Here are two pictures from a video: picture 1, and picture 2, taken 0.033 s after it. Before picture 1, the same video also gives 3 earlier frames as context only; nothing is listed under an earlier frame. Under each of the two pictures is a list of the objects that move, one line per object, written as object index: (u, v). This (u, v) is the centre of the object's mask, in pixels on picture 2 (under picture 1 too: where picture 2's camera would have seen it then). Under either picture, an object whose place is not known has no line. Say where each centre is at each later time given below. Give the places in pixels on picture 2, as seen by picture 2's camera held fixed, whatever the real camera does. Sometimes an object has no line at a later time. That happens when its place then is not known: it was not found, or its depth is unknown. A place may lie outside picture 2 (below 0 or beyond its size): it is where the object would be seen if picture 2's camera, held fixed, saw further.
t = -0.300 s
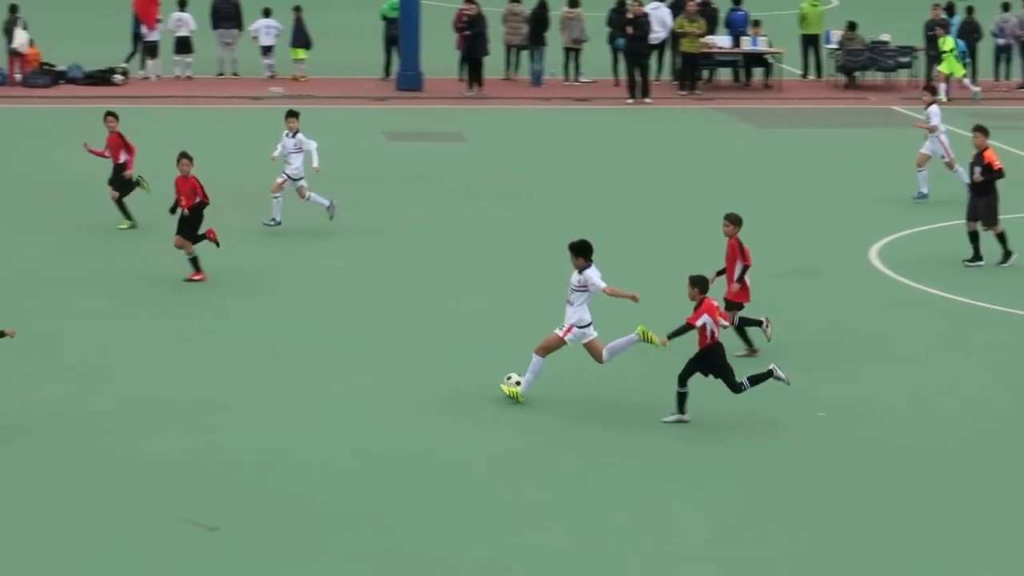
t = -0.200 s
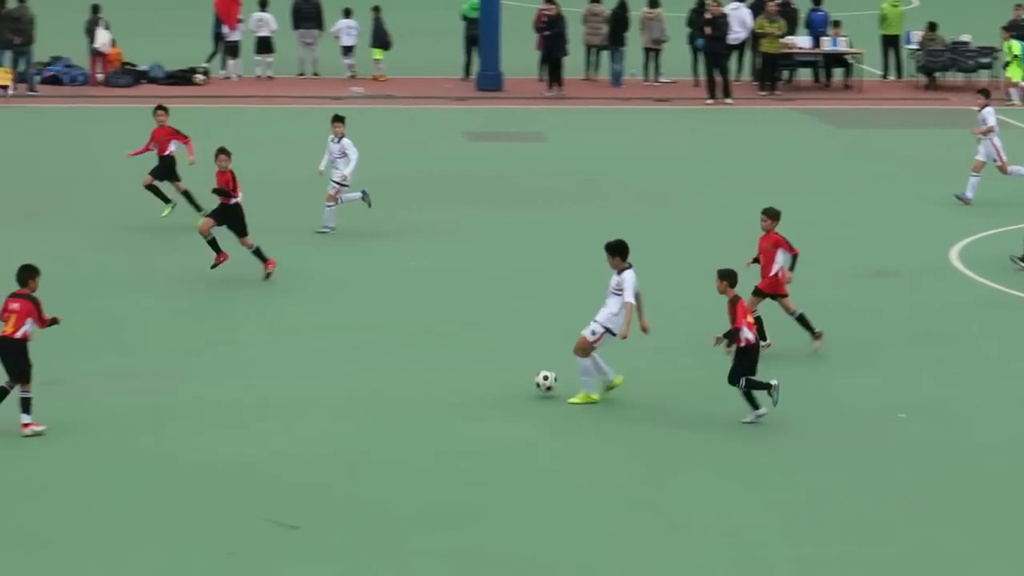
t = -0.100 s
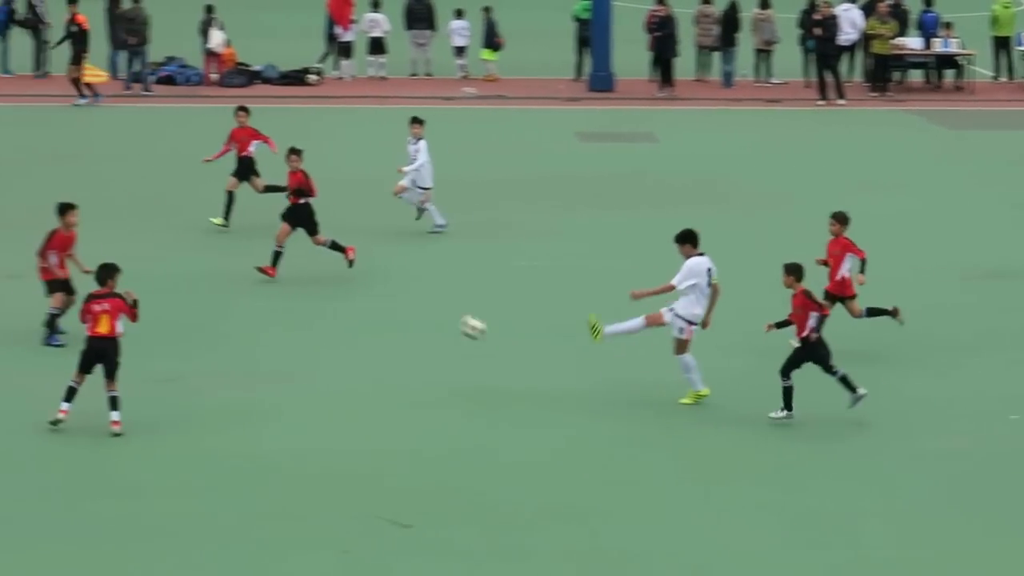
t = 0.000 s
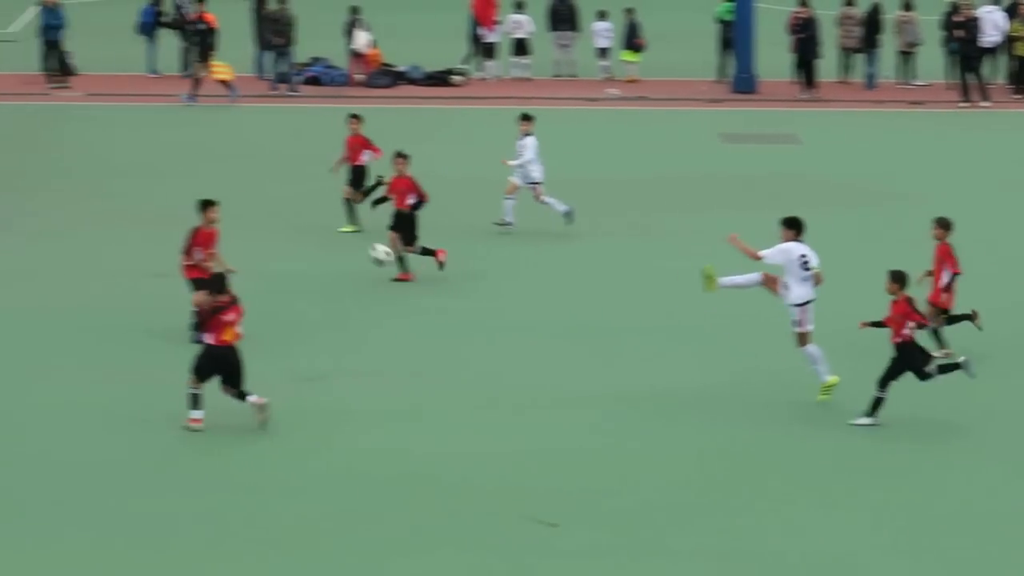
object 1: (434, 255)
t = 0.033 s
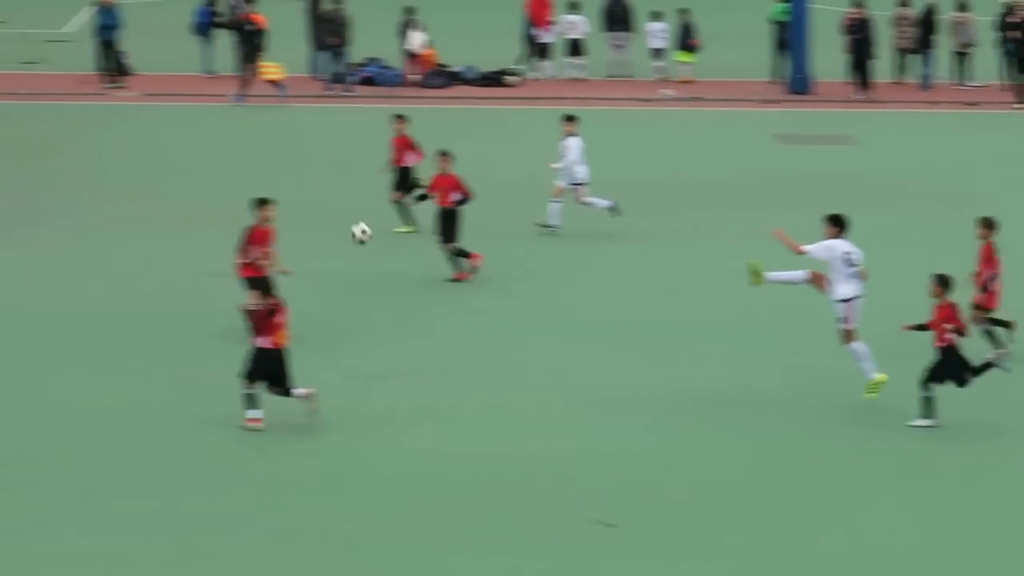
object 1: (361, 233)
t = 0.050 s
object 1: (324, 223)
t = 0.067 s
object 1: (286, 213)
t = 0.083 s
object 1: (248, 203)
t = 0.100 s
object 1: (211, 194)
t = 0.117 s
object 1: (173, 184)
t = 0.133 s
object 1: (135, 176)
